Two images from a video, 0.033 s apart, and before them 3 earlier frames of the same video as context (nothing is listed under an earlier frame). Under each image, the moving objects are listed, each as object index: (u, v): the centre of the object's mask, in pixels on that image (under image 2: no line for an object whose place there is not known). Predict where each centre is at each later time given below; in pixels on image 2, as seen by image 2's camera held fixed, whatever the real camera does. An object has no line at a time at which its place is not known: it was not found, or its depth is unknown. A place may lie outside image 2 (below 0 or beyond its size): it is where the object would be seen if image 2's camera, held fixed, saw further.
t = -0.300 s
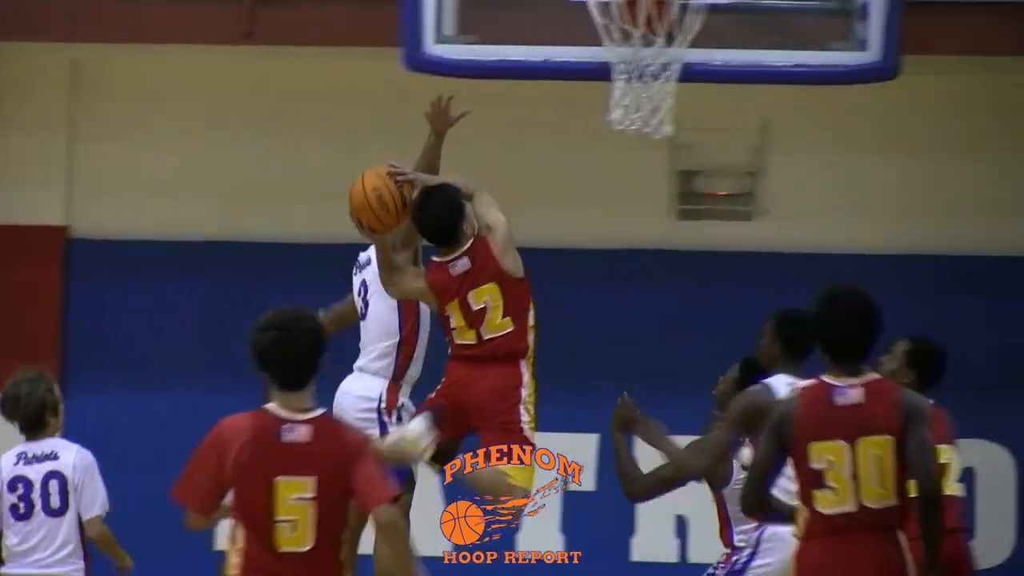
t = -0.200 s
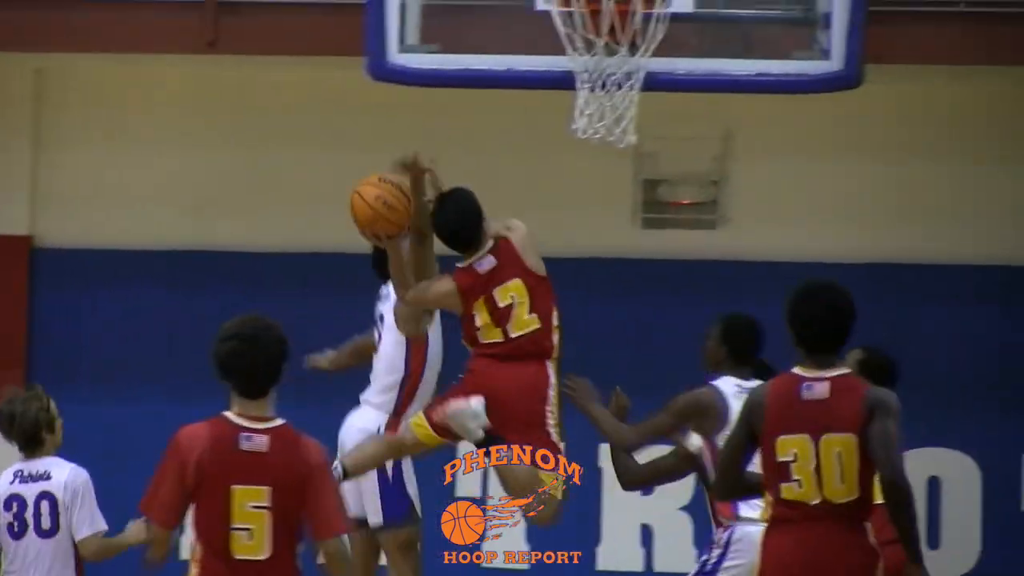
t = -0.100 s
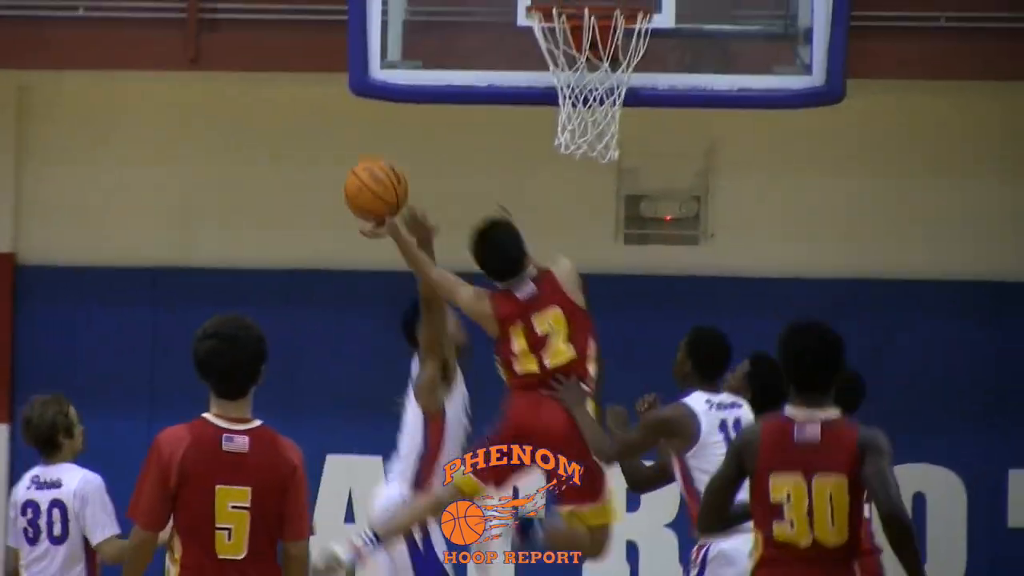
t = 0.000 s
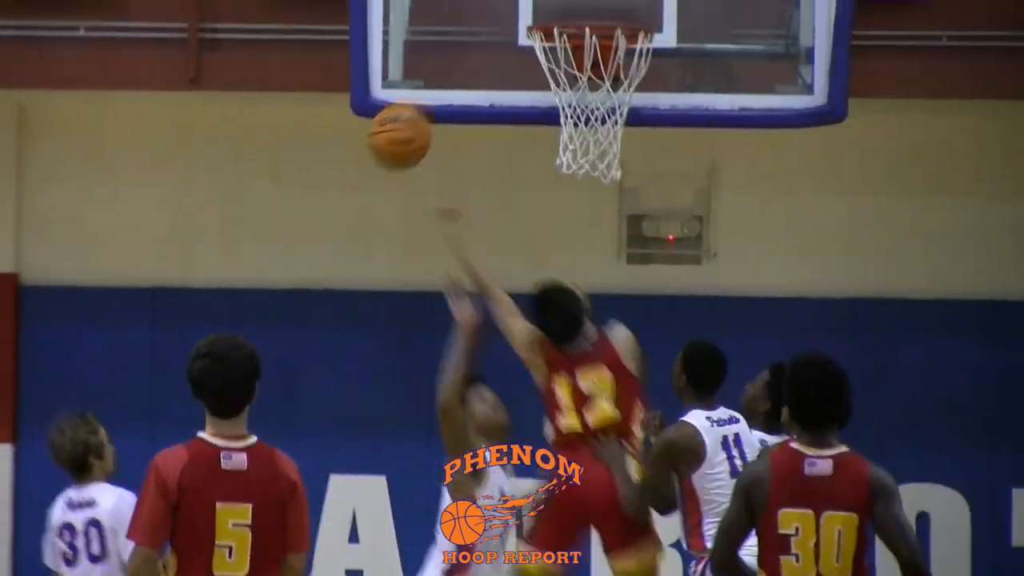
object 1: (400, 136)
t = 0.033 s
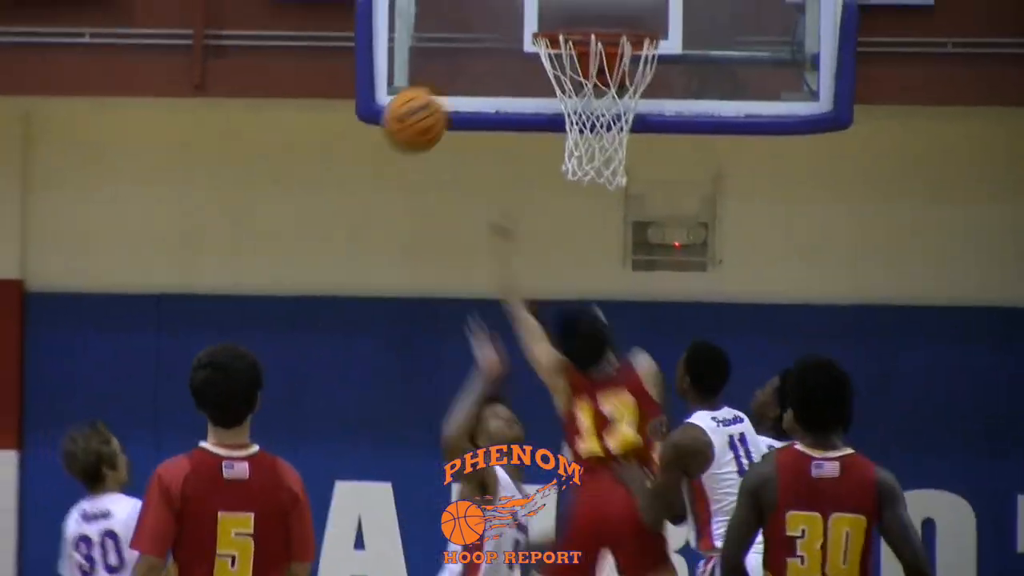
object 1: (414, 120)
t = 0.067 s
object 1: (423, 100)
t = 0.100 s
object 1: (433, 82)
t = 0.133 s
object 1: (441, 69)
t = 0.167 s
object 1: (450, 57)
